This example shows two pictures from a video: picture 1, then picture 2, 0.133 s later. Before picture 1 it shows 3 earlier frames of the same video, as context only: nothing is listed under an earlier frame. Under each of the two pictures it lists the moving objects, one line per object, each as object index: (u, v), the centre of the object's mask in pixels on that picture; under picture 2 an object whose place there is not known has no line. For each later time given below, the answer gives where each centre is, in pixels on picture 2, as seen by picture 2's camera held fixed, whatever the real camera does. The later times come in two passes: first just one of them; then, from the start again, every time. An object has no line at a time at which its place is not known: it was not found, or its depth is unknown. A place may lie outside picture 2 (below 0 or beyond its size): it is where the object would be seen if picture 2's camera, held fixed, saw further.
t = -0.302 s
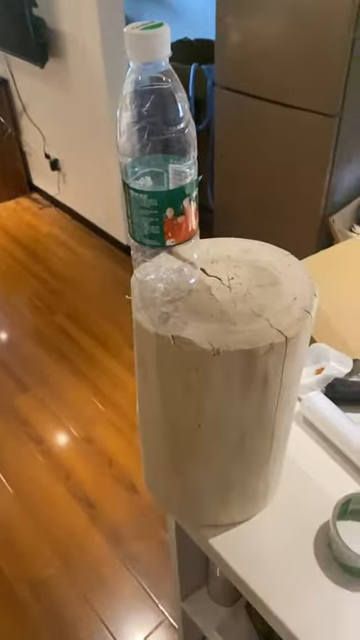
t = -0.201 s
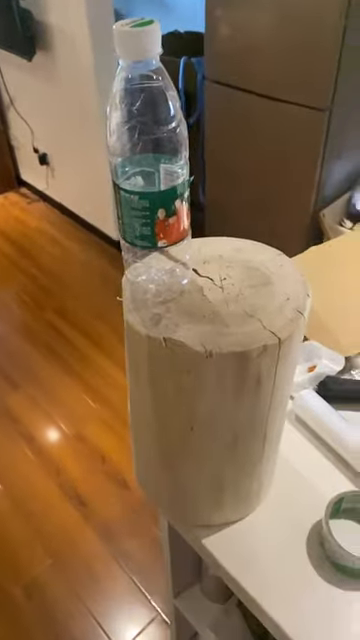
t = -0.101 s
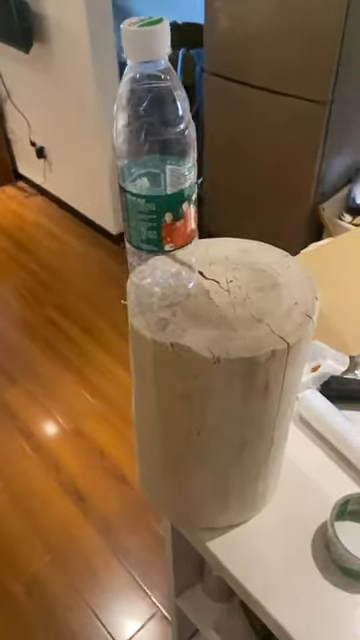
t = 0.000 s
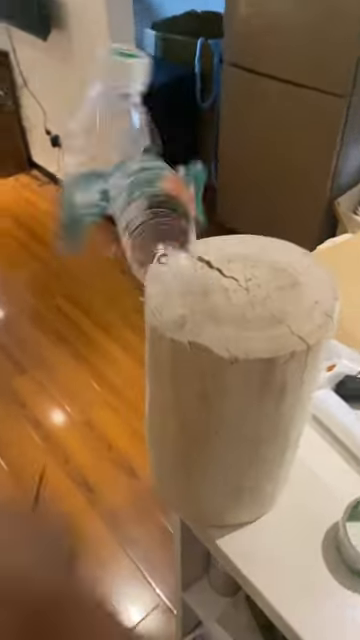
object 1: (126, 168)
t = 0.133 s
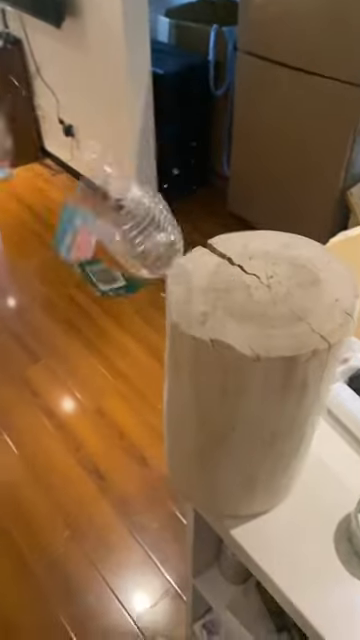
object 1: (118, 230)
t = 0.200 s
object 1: (85, 257)
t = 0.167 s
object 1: (96, 246)
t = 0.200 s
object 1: (85, 257)
